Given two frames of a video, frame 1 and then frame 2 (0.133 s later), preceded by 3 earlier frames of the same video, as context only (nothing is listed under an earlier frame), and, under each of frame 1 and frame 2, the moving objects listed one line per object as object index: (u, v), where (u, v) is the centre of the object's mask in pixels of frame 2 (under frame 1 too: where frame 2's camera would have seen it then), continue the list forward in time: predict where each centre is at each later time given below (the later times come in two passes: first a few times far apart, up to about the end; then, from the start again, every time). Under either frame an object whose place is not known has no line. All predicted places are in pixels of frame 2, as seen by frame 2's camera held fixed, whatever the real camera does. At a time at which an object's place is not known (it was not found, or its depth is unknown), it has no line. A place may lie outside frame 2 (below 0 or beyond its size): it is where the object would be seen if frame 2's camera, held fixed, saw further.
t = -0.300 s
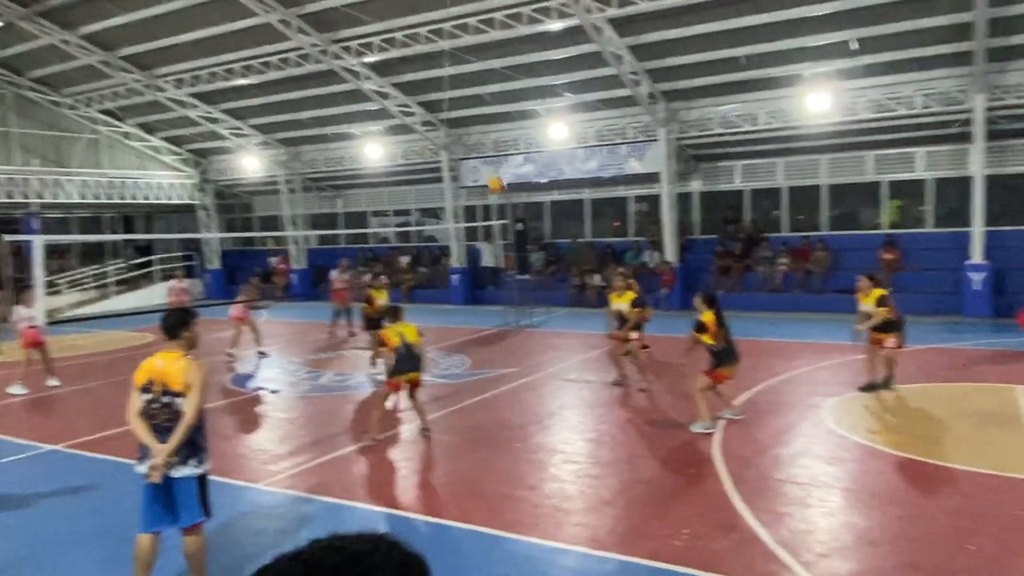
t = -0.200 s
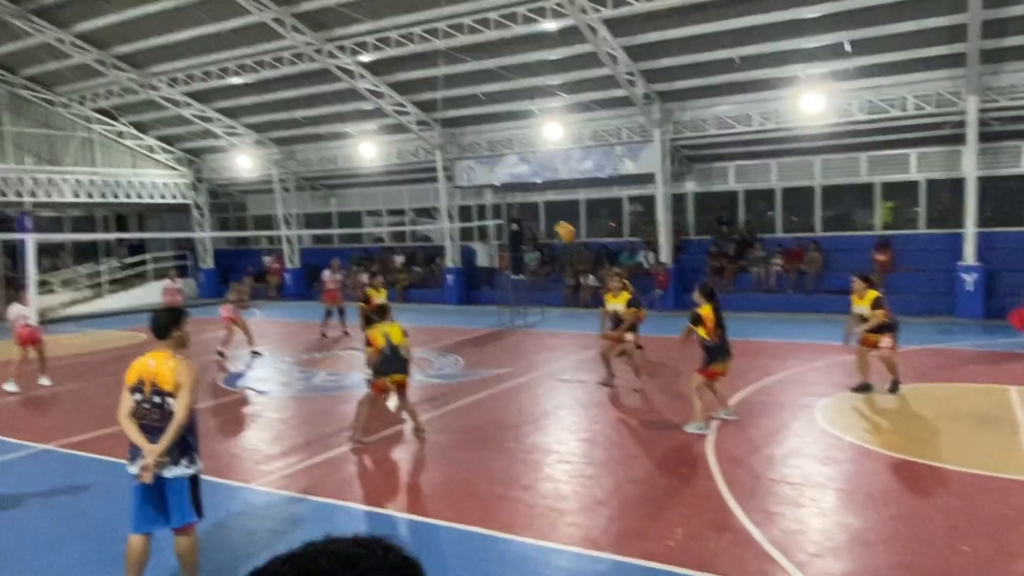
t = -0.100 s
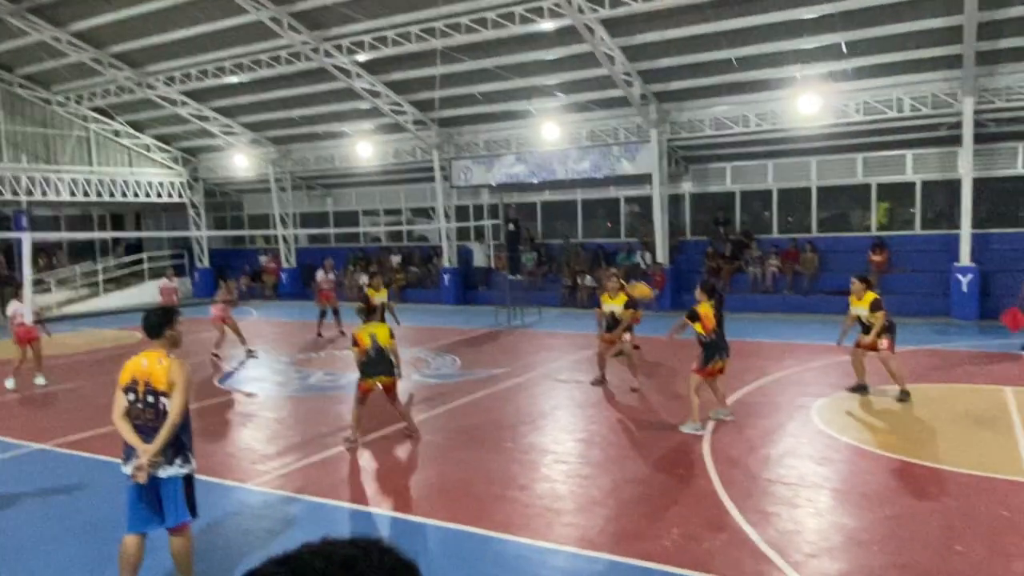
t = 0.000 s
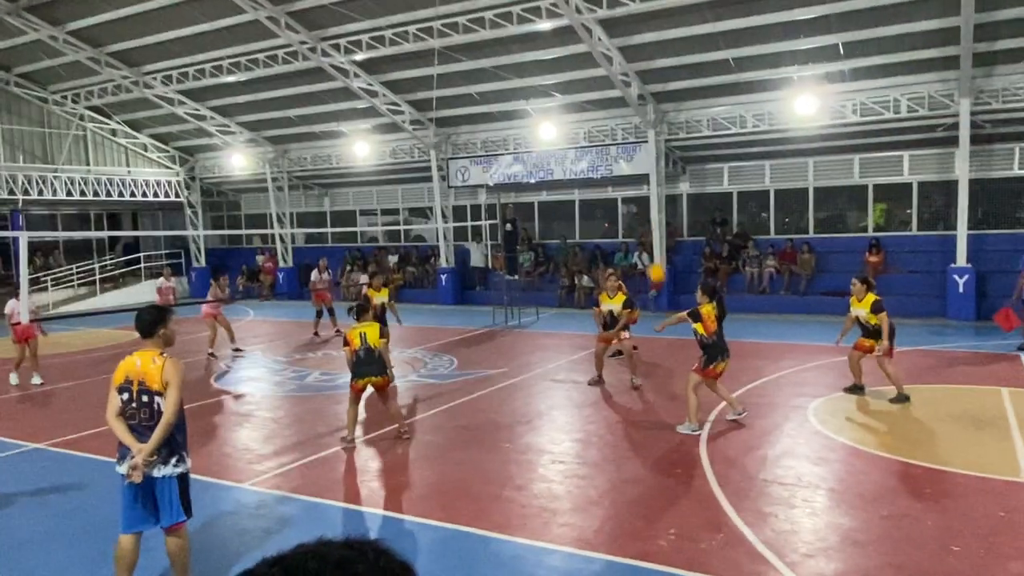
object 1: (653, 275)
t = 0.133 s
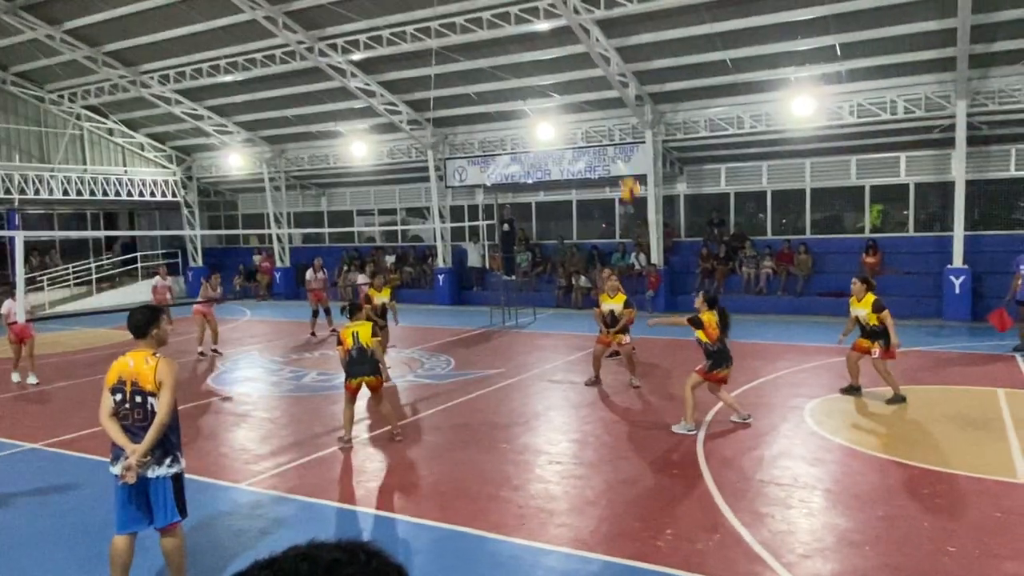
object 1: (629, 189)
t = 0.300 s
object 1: (601, 108)
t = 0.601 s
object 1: (549, 27)
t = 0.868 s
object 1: (505, 29)
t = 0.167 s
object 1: (624, 171)
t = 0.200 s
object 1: (618, 154)
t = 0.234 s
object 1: (611, 137)
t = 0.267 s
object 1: (605, 123)
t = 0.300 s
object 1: (601, 108)
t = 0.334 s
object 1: (594, 94)
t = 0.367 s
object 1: (589, 82)
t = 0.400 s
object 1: (583, 71)
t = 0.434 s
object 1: (578, 62)
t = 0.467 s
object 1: (571, 52)
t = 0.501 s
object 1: (566, 44)
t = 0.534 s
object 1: (560, 36)
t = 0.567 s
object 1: (555, 31)
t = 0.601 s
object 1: (549, 27)
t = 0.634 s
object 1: (543, 23)
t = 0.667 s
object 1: (538, 21)
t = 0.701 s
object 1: (533, 18)
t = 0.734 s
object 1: (527, 19)
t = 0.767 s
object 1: (521, 20)
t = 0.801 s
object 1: (516, 22)
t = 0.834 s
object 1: (510, 24)
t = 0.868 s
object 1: (505, 29)
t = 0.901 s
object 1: (500, 34)
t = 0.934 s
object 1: (494, 40)
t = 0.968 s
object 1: (489, 49)
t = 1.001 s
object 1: (484, 57)
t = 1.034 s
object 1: (478, 68)
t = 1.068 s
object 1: (473, 81)
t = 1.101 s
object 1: (467, 91)
